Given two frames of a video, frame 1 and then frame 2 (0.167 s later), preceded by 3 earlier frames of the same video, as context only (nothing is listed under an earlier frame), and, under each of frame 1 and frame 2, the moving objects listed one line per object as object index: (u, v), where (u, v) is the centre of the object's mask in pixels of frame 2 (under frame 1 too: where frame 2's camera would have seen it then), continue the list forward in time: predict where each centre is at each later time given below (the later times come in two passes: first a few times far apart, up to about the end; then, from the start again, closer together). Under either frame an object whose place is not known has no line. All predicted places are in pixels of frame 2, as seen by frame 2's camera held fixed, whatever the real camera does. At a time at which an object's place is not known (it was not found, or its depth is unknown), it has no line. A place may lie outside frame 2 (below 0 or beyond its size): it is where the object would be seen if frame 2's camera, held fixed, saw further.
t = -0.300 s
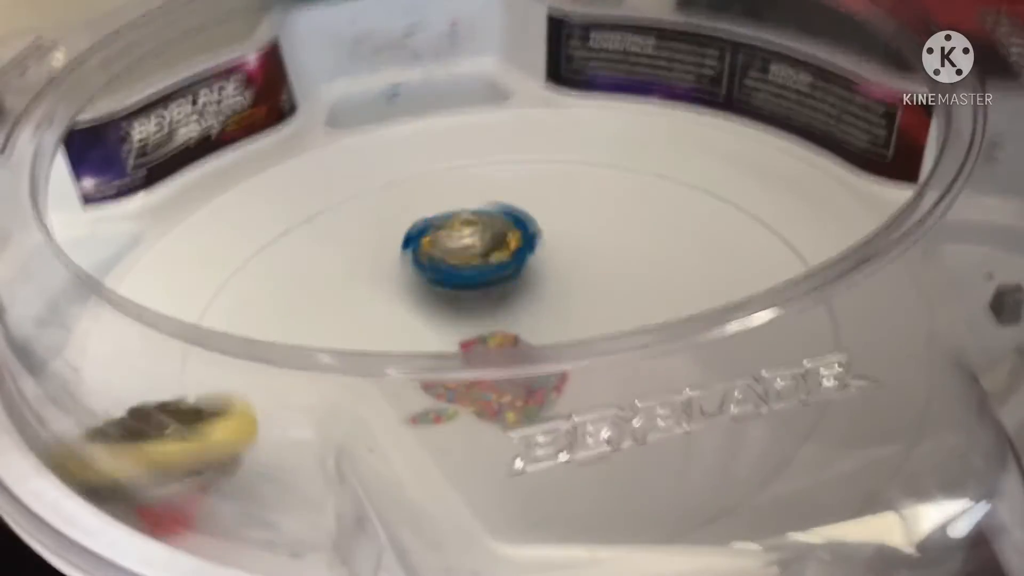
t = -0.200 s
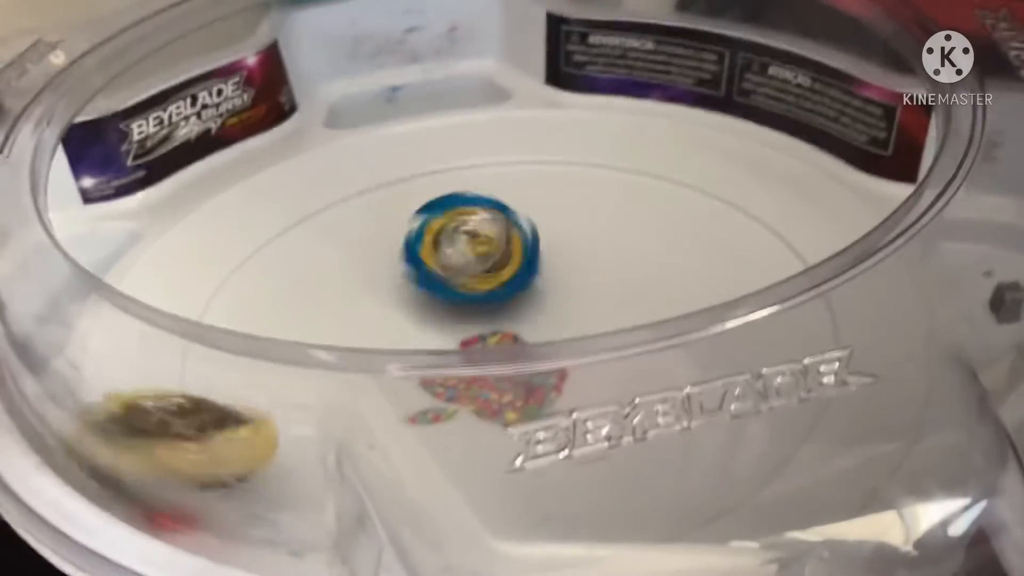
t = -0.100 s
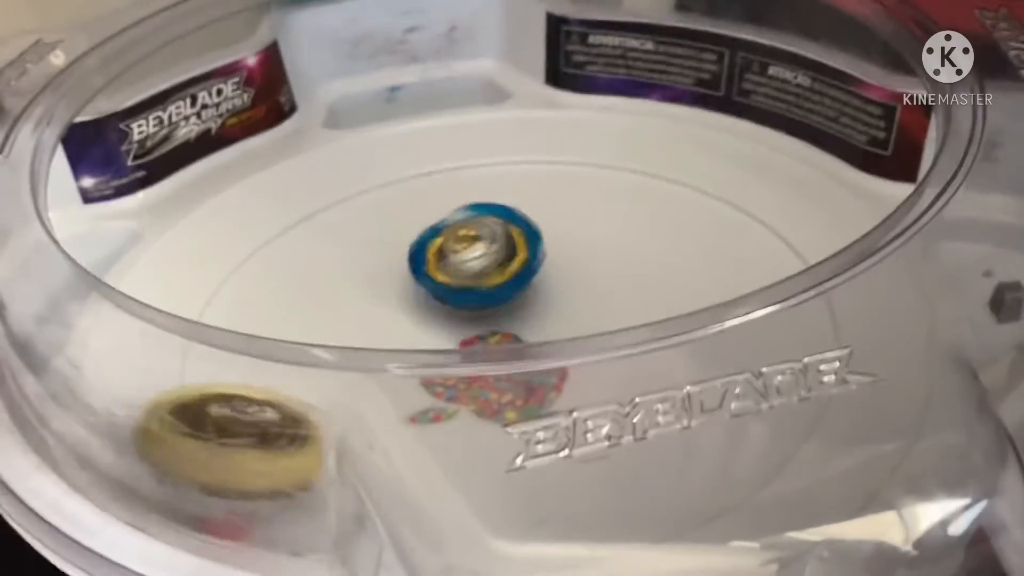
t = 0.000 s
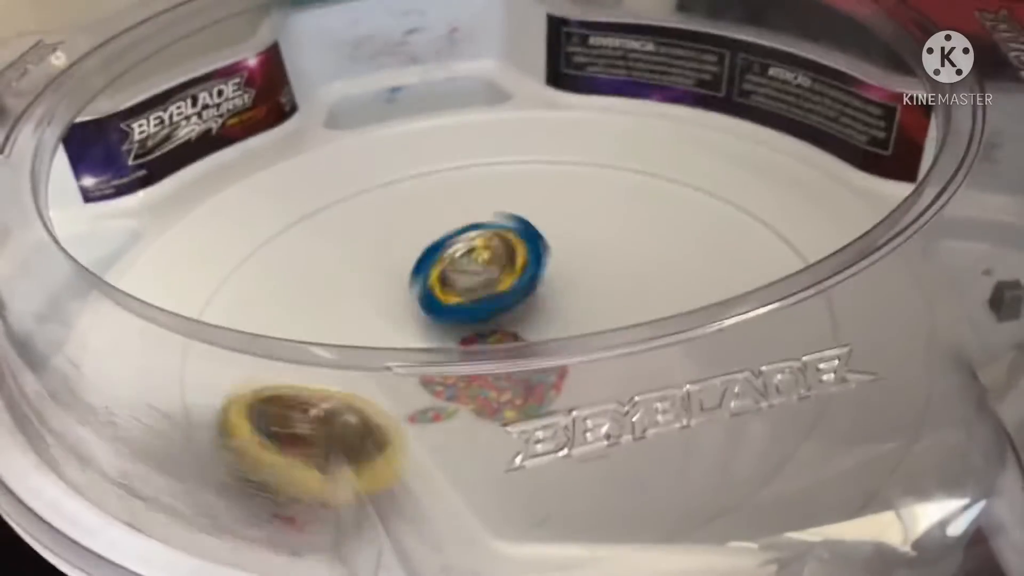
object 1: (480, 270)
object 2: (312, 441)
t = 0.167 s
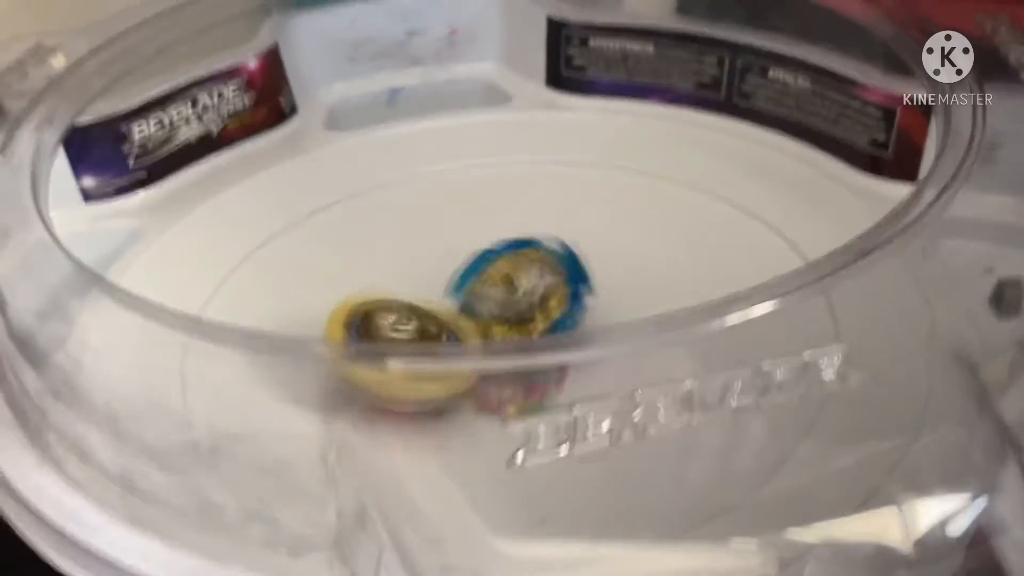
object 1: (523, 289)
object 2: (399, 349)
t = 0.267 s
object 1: (570, 293)
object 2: (369, 294)
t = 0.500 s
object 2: (344, 228)
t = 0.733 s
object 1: (608, 298)
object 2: (407, 238)
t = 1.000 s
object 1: (598, 310)
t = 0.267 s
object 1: (570, 293)
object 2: (369, 294)
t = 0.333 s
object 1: (586, 312)
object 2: (355, 266)
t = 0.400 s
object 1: (600, 322)
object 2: (346, 243)
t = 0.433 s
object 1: (603, 323)
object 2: (342, 234)
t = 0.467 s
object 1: (606, 323)
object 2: (344, 229)
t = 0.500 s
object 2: (344, 228)
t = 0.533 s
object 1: (602, 321)
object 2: (348, 228)
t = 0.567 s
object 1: (601, 316)
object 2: (351, 231)
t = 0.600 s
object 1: (601, 315)
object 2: (357, 231)
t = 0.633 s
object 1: (601, 318)
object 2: (365, 234)
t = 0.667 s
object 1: (601, 315)
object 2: (375, 233)
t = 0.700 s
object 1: (608, 298)
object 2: (392, 236)
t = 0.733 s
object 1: (608, 298)
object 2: (407, 238)
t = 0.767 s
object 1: (608, 298)
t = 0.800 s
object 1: (608, 298)
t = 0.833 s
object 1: (609, 298)
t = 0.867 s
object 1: (609, 299)
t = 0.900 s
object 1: (608, 299)
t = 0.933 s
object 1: (610, 302)
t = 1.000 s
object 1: (598, 310)
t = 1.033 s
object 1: (589, 312)
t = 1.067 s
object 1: (579, 314)
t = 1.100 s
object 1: (572, 315)
